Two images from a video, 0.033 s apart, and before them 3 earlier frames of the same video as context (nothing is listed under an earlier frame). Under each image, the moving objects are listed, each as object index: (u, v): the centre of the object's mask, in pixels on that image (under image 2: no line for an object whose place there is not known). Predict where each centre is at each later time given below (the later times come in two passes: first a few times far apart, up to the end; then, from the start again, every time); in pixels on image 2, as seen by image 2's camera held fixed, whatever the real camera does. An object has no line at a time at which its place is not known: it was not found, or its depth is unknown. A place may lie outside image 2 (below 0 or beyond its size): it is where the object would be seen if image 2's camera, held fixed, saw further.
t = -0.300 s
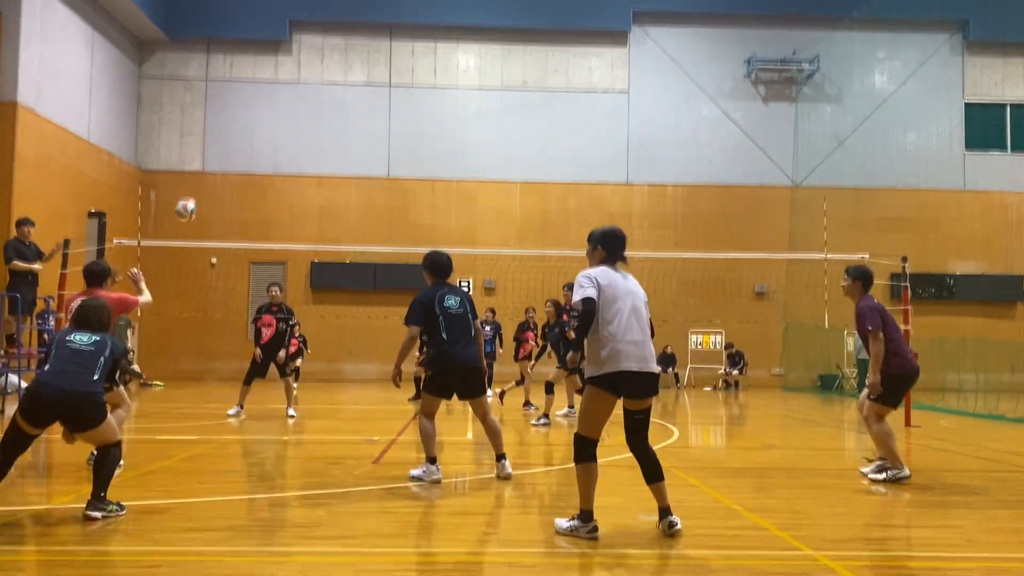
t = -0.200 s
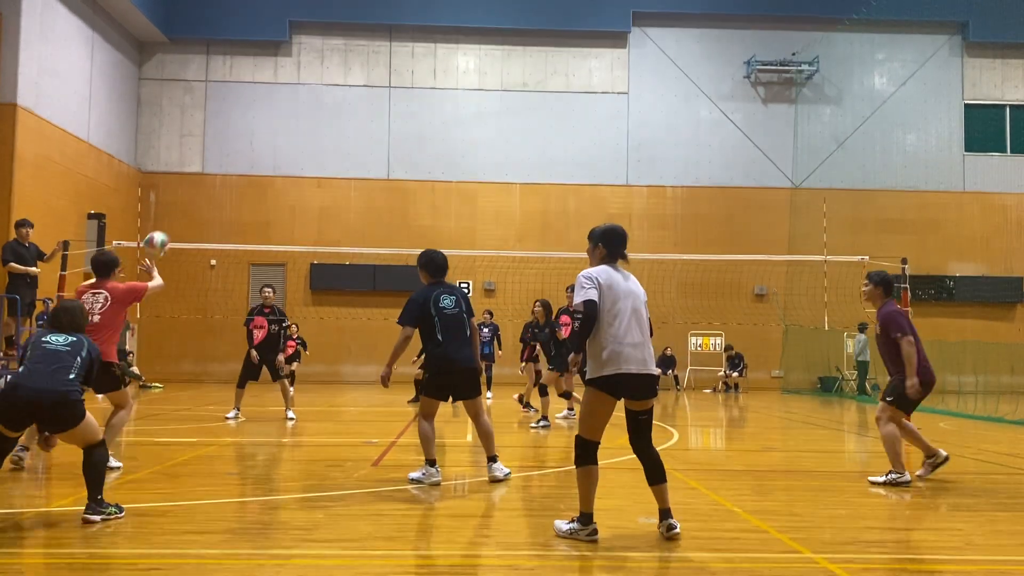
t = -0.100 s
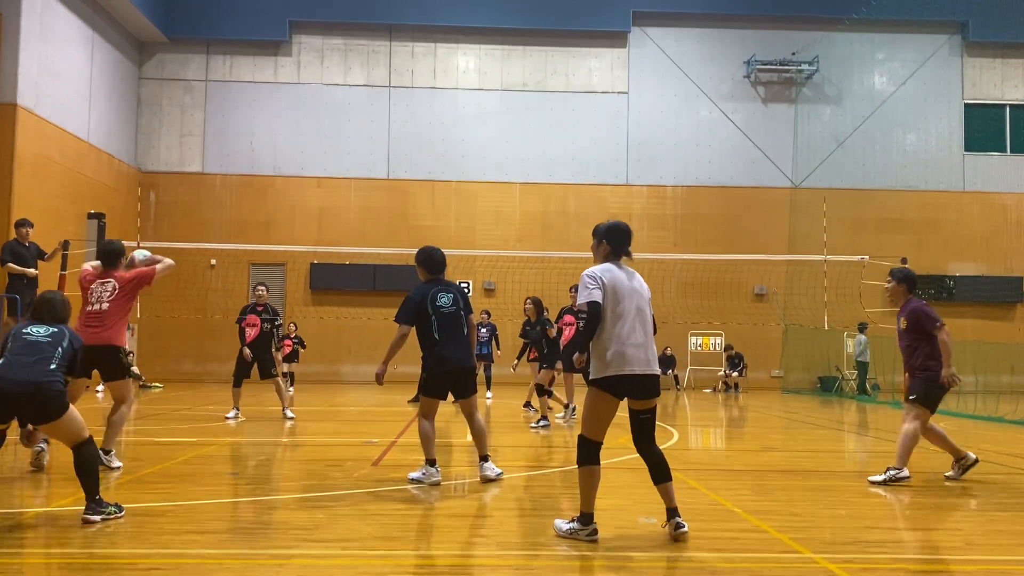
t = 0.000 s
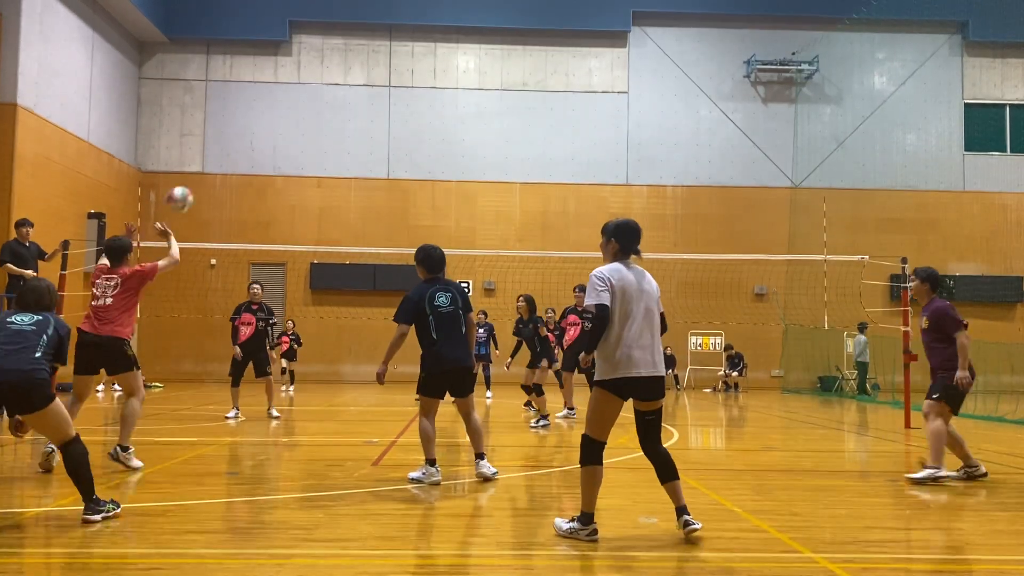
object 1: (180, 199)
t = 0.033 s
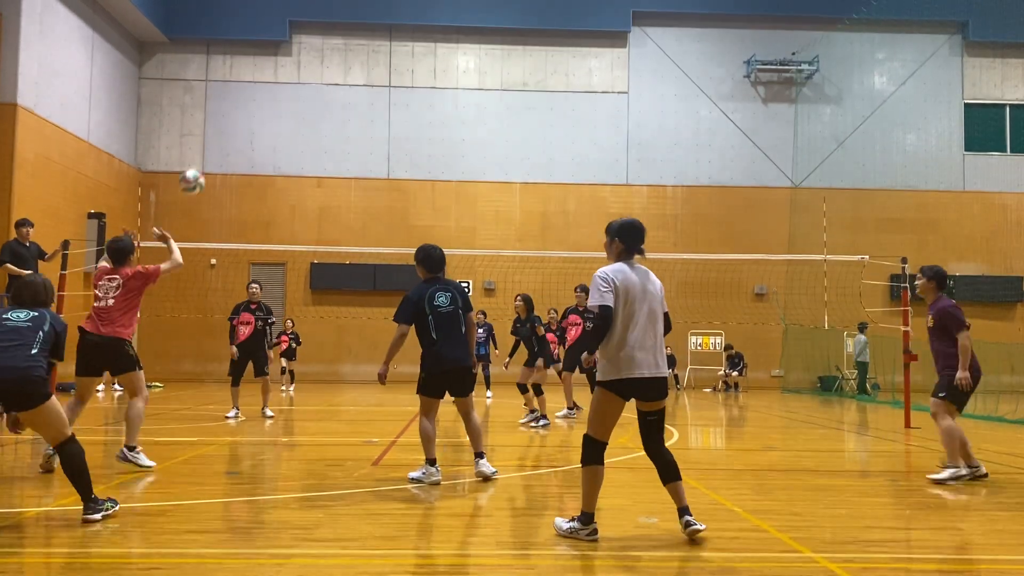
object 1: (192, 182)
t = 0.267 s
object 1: (266, 100)
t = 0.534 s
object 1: (326, 86)
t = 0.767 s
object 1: (368, 124)
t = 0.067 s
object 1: (205, 164)
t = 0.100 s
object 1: (217, 149)
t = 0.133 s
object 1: (227, 137)
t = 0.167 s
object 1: (237, 125)
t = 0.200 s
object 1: (248, 115)
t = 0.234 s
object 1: (256, 107)
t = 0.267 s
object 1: (266, 100)
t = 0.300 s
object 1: (275, 94)
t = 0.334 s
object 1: (282, 89)
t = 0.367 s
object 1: (290, 86)
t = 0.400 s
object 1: (298, 84)
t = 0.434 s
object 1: (305, 83)
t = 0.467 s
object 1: (313, 83)
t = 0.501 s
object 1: (320, 84)
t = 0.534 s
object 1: (326, 86)
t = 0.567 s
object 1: (333, 89)
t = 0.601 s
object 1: (340, 93)
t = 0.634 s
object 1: (346, 97)
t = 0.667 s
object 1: (352, 103)
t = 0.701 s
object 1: (357, 109)
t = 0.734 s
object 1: (363, 116)
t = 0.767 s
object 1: (368, 124)
